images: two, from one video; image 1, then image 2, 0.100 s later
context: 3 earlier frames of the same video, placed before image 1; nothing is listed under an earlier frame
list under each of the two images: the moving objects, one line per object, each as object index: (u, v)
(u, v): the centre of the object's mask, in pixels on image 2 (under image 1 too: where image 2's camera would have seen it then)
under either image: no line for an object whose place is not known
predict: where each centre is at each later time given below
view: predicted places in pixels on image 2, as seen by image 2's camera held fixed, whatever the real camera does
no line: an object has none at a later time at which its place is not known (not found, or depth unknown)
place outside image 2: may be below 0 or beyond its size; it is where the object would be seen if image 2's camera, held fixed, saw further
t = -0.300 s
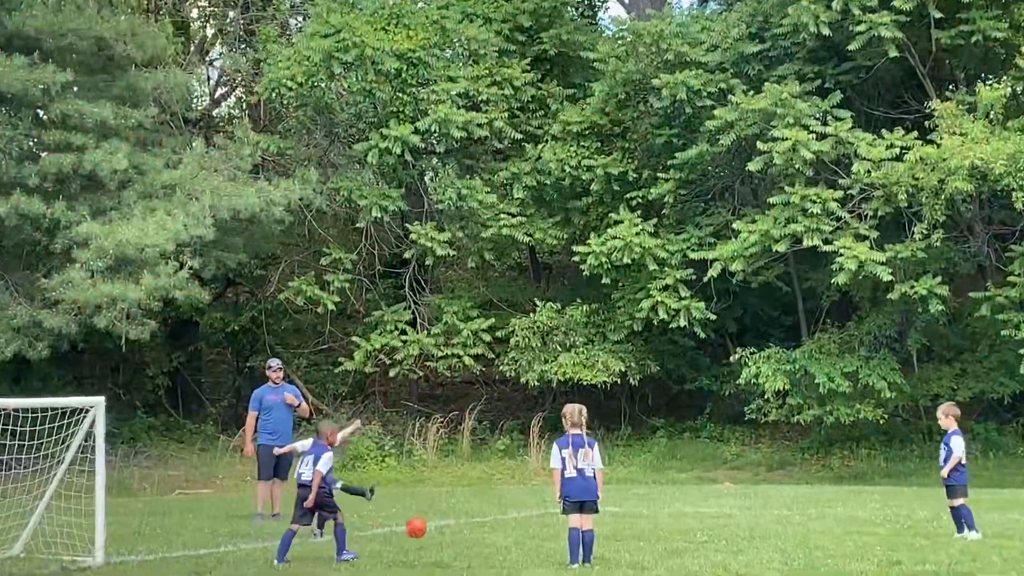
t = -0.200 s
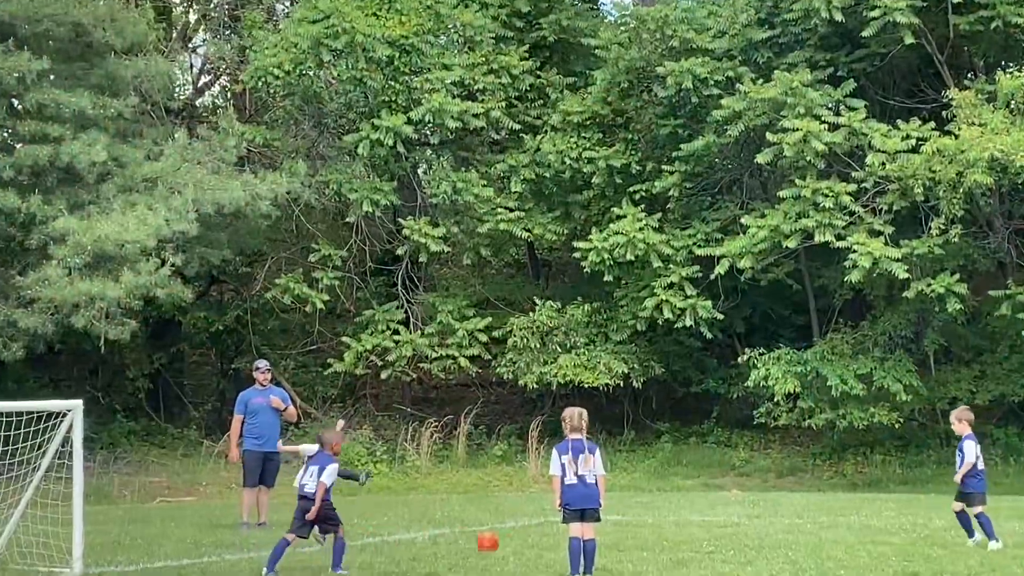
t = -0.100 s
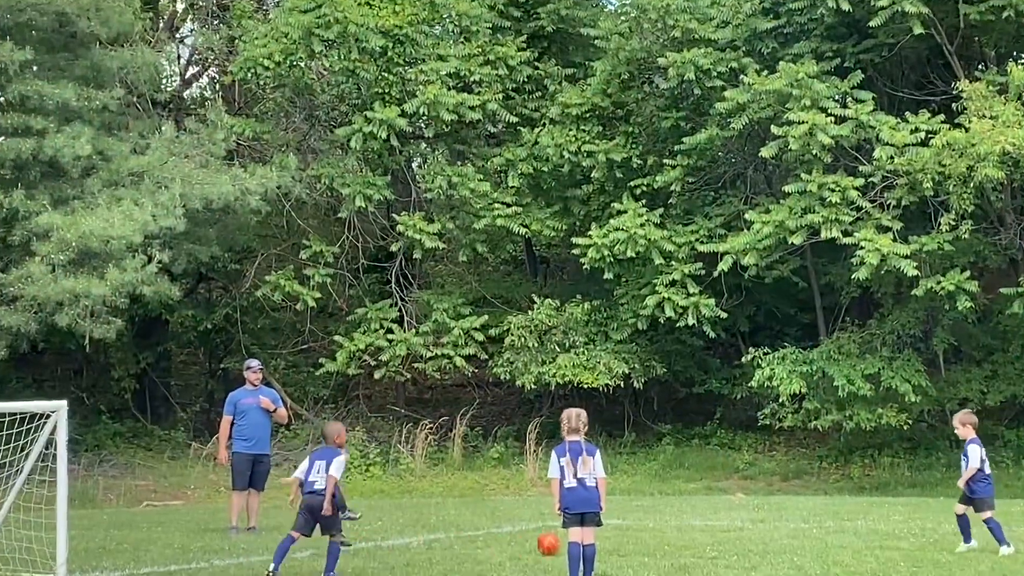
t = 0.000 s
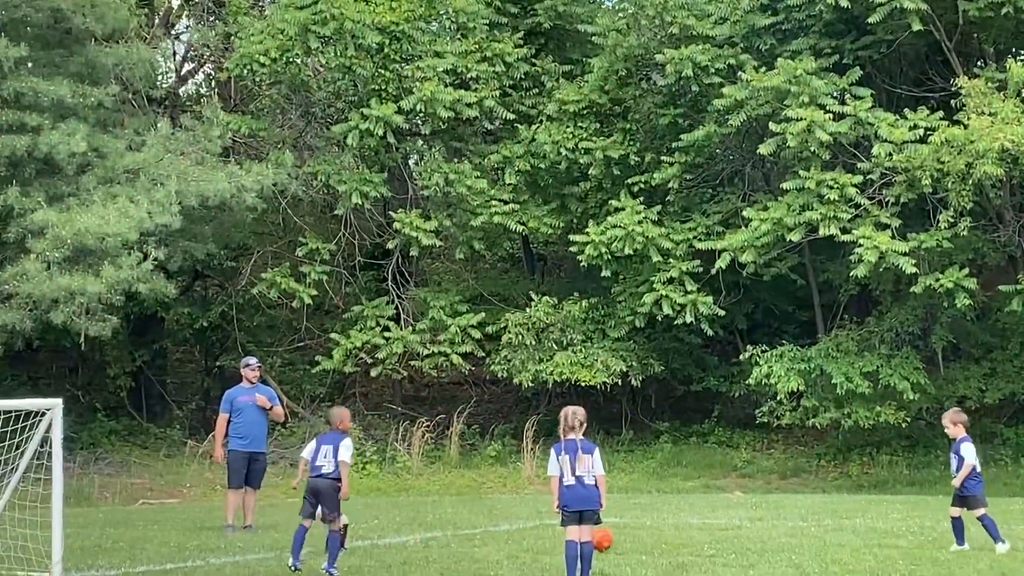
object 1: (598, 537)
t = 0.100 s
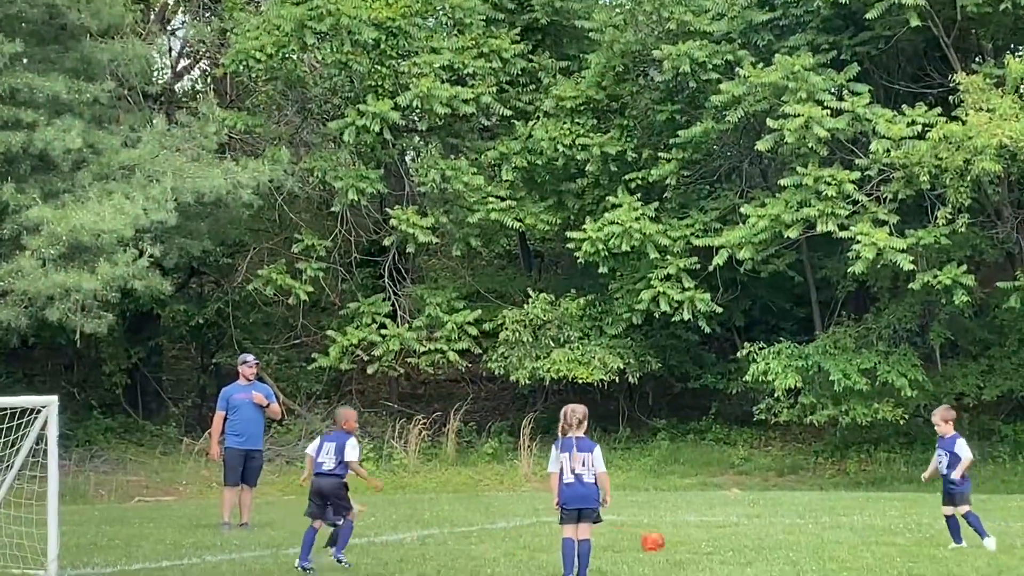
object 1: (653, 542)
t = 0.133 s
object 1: (671, 540)
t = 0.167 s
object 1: (688, 540)
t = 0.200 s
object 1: (705, 540)
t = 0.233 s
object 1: (722, 541)
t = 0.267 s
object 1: (739, 542)
